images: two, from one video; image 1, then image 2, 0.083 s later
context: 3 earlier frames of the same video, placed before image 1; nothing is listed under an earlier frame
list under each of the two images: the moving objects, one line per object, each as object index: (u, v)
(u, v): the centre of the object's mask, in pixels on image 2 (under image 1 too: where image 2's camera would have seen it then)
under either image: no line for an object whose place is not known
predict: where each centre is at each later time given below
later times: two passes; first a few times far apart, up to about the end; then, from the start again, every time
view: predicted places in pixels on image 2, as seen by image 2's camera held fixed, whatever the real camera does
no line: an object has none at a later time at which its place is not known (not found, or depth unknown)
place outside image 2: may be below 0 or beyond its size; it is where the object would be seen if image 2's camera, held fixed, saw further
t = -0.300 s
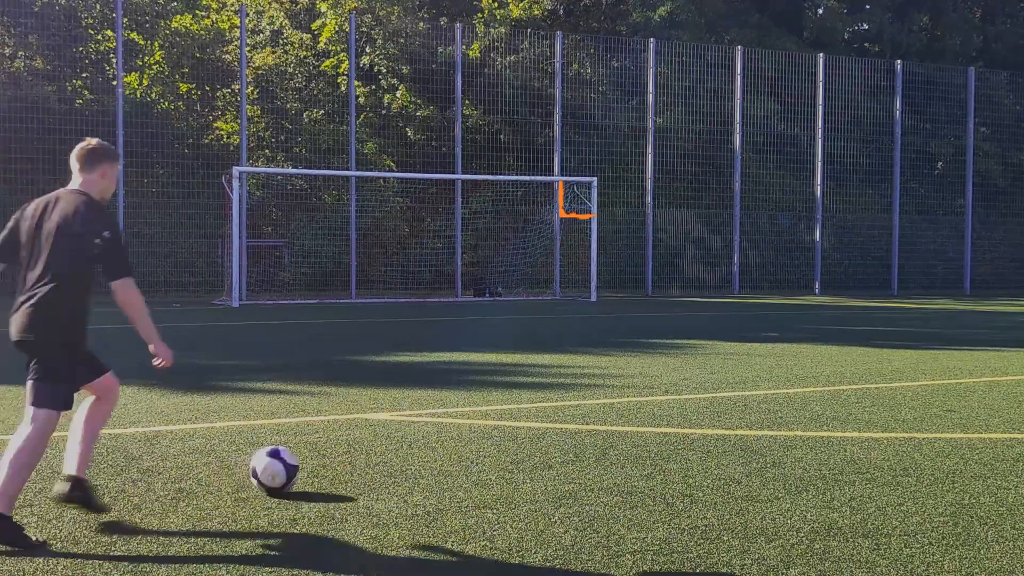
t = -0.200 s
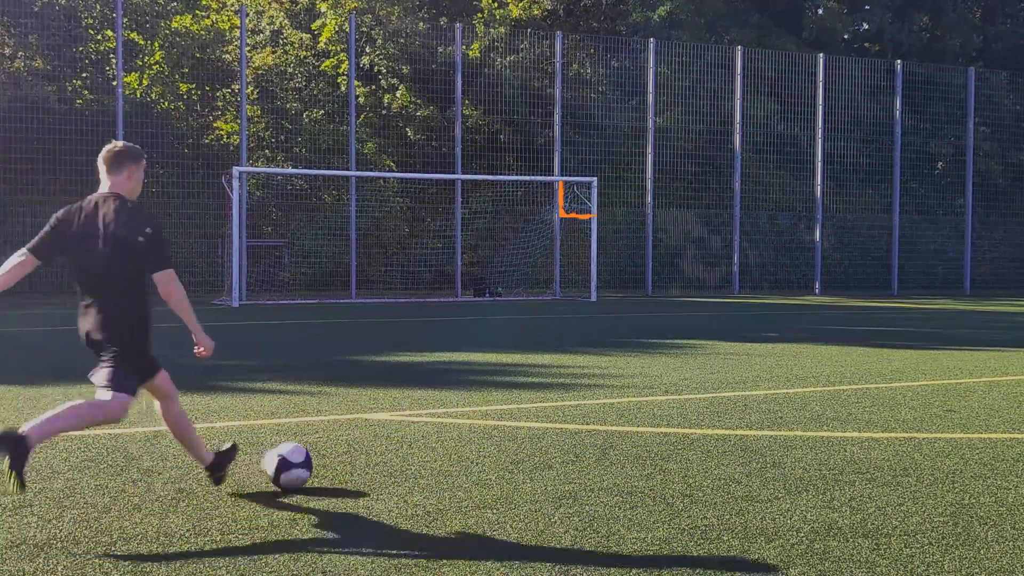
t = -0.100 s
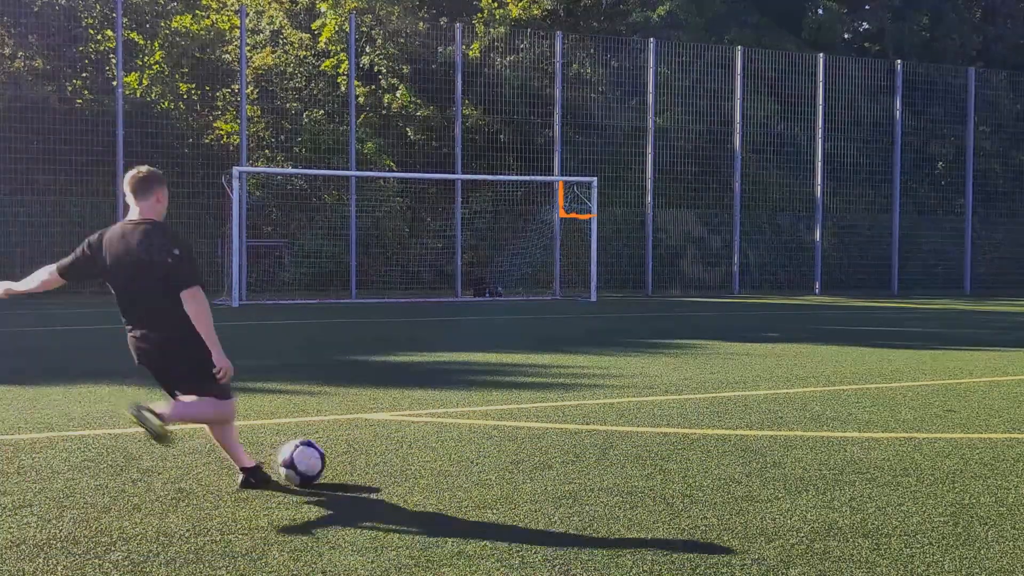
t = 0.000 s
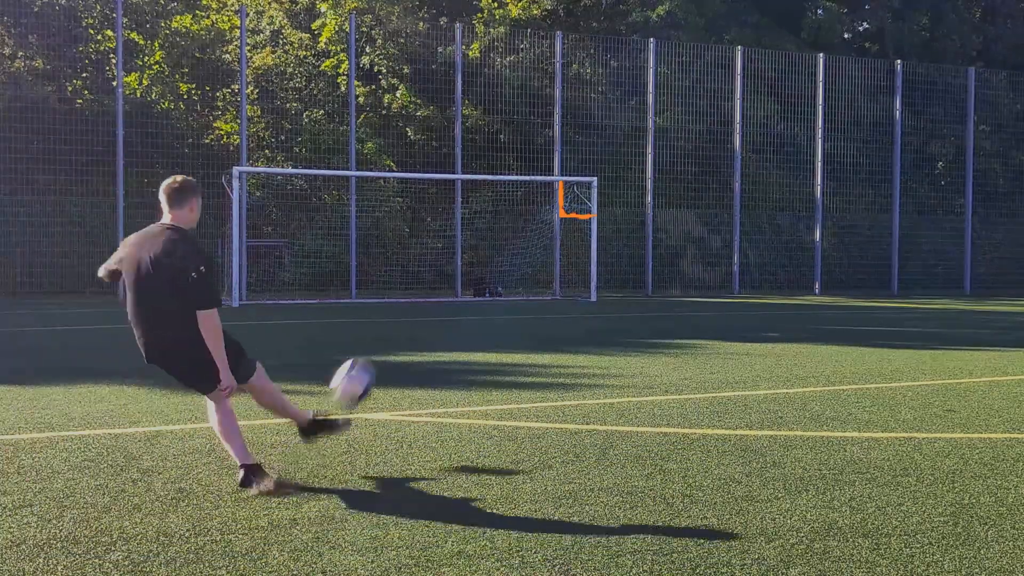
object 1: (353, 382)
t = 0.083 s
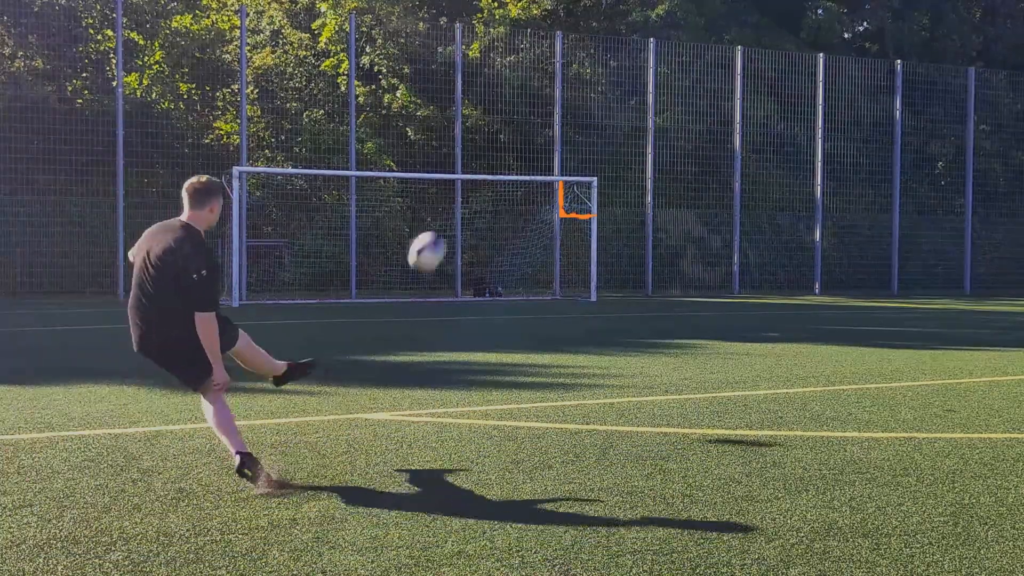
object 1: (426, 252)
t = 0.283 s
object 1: (519, 101)
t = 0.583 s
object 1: (564, 60)
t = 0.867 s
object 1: (569, 92)
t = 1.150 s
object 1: (559, 155)
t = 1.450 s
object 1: (587, 68)
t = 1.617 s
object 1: (607, 12)
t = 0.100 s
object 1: (438, 232)
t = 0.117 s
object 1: (448, 214)
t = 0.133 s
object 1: (458, 197)
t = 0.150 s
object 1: (466, 182)
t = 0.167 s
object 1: (474, 168)
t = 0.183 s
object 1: (482, 156)
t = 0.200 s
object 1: (490, 144)
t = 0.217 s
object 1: (497, 133)
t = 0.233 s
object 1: (503, 124)
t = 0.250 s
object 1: (509, 116)
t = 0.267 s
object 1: (514, 108)
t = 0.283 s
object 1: (519, 101)
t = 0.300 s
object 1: (524, 94)
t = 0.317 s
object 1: (528, 89)
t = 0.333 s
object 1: (532, 83)
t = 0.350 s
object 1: (535, 79)
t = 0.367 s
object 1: (539, 75)
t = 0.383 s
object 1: (542, 71)
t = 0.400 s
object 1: (544, 69)
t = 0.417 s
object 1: (547, 66)
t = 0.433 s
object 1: (550, 64)
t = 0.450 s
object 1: (552, 62)
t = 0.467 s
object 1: (554, 61)
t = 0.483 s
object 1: (555, 60)
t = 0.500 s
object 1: (557, 59)
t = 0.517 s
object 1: (559, 59)
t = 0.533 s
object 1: (561, 59)
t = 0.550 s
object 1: (562, 59)
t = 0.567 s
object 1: (563, 59)
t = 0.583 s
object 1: (564, 60)
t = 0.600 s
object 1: (565, 60)
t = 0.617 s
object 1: (566, 60)
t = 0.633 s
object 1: (566, 61)
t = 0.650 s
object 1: (566, 62)
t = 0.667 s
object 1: (567, 64)
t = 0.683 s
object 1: (567, 66)
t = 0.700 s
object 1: (568, 68)
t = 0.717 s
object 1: (568, 70)
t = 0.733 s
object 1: (568, 72)
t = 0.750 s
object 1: (569, 74)
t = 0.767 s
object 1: (569, 76)
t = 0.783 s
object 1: (569, 78)
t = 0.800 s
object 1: (569, 81)
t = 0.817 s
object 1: (569, 83)
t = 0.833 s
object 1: (569, 86)
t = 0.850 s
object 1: (569, 90)
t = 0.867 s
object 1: (569, 92)
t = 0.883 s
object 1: (568, 96)
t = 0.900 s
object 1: (568, 99)
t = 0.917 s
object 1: (567, 102)
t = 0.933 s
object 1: (567, 105)
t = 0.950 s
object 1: (566, 109)
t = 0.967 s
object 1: (566, 112)
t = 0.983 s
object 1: (565, 115)
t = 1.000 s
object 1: (565, 119)
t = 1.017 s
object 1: (565, 123)
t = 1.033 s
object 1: (564, 127)
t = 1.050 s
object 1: (563, 131)
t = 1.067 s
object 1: (563, 135)
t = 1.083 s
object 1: (562, 139)
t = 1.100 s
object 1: (562, 143)
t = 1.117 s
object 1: (560, 147)
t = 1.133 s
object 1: (559, 151)
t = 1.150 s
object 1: (559, 155)
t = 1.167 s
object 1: (558, 159)
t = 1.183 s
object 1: (558, 164)
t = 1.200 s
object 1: (557, 168)
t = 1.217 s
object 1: (555, 172)
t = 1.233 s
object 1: (557, 168)
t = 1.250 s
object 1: (560, 160)
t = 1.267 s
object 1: (563, 151)
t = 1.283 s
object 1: (564, 143)
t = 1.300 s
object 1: (566, 135)
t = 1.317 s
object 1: (569, 126)
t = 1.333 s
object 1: (571, 119)
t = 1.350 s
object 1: (573, 111)
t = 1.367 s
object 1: (575, 103)
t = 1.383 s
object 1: (577, 97)
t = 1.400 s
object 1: (580, 89)
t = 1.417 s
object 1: (582, 82)
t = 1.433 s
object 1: (584, 75)
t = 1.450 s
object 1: (587, 68)
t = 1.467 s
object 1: (589, 62)
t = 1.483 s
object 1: (591, 56)
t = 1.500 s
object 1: (593, 50)
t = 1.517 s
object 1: (595, 44)
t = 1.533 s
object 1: (598, 38)
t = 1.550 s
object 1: (600, 33)
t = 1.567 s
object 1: (601, 27)
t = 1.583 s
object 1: (604, 22)
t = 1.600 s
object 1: (605, 17)
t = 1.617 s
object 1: (607, 12)
